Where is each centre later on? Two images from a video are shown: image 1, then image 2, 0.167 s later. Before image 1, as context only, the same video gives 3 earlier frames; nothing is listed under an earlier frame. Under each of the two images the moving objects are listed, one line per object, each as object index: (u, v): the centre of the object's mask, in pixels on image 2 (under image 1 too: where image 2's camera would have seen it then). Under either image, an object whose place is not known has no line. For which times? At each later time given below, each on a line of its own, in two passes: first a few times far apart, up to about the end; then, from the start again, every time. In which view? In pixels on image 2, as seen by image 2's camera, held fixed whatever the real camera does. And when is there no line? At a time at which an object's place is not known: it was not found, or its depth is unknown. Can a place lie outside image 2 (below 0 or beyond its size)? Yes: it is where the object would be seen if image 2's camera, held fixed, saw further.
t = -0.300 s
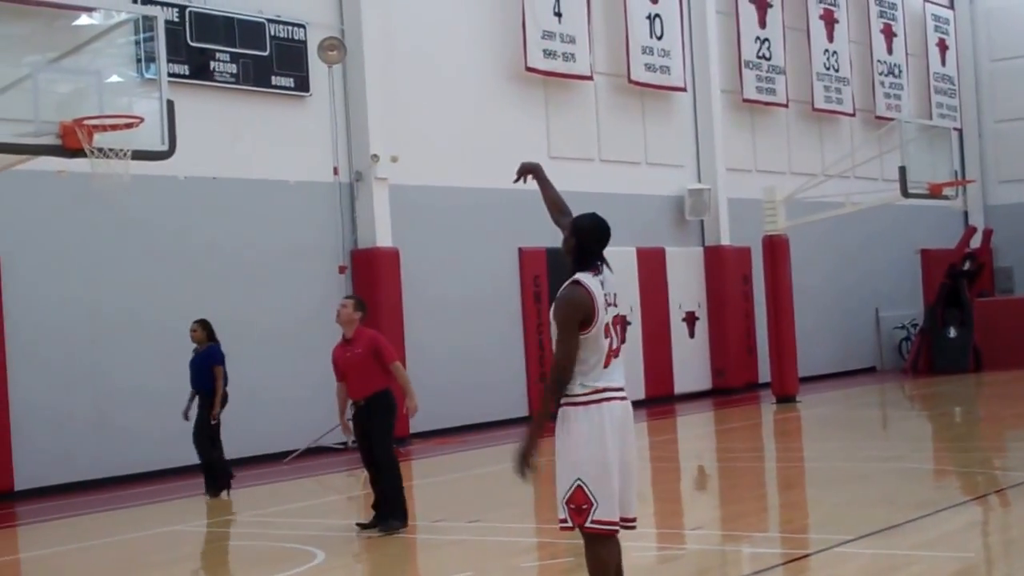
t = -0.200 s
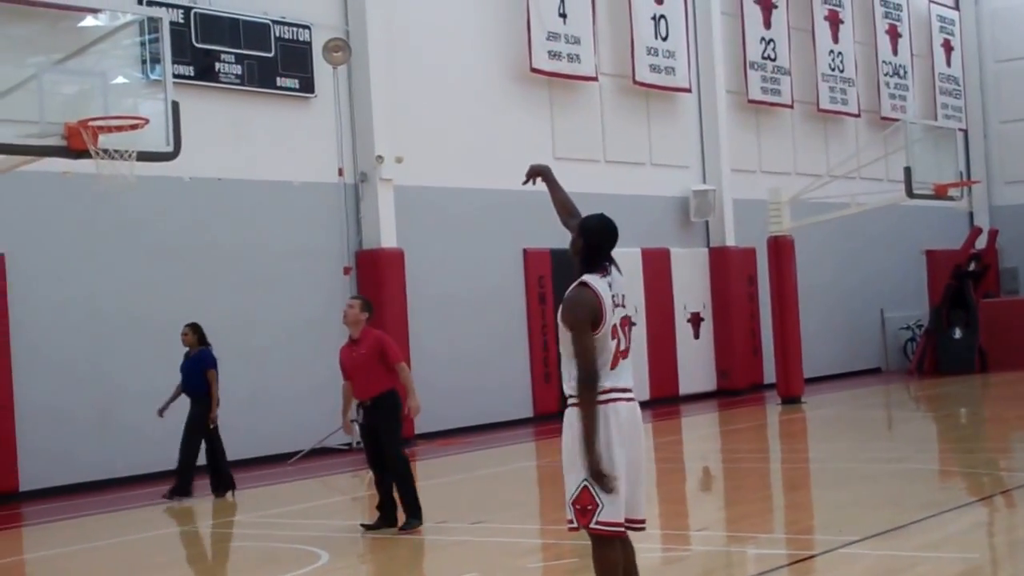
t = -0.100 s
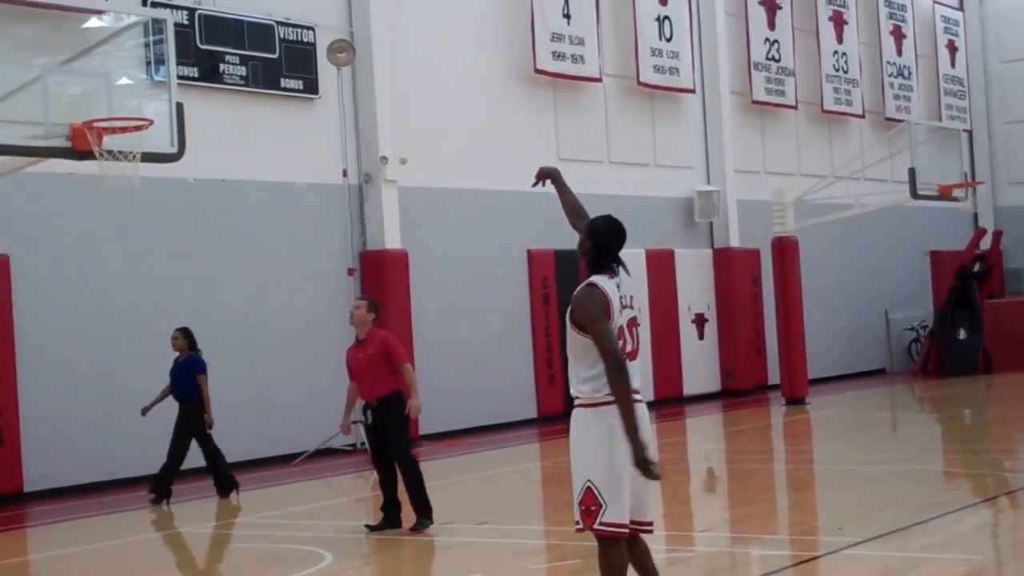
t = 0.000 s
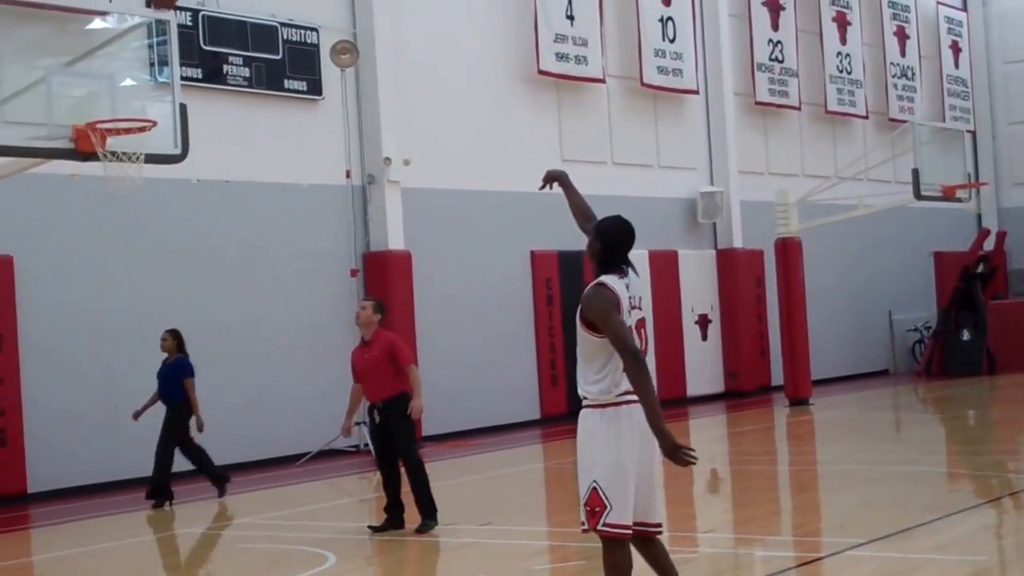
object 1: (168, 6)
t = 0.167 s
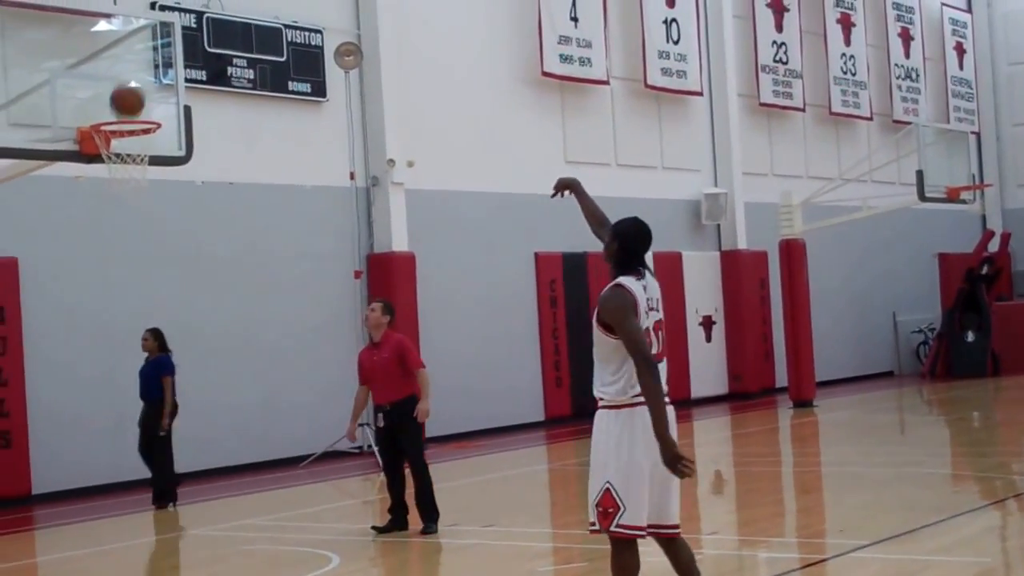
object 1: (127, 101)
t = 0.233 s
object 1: (114, 150)
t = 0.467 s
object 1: (111, 240)
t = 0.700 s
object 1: (117, 390)
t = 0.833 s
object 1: (118, 505)
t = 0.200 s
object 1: (121, 125)
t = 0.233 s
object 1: (114, 150)
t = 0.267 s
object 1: (110, 167)
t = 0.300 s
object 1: (110, 175)
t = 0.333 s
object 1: (110, 185)
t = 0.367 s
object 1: (110, 196)
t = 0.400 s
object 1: (110, 210)
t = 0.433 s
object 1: (111, 224)
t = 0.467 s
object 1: (111, 240)
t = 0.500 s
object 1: (111, 257)
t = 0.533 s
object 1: (111, 276)
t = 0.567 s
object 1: (112, 296)
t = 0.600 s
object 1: (113, 317)
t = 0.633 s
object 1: (114, 340)
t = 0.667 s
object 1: (115, 364)
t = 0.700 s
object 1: (117, 390)
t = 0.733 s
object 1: (116, 417)
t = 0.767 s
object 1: (117, 445)
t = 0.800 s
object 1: (117, 476)
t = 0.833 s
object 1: (118, 505)
